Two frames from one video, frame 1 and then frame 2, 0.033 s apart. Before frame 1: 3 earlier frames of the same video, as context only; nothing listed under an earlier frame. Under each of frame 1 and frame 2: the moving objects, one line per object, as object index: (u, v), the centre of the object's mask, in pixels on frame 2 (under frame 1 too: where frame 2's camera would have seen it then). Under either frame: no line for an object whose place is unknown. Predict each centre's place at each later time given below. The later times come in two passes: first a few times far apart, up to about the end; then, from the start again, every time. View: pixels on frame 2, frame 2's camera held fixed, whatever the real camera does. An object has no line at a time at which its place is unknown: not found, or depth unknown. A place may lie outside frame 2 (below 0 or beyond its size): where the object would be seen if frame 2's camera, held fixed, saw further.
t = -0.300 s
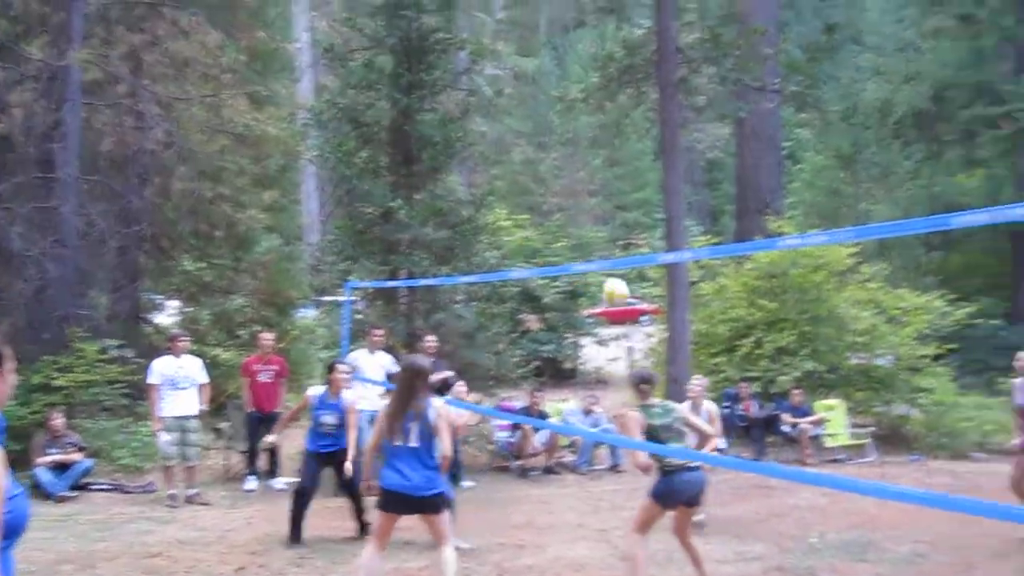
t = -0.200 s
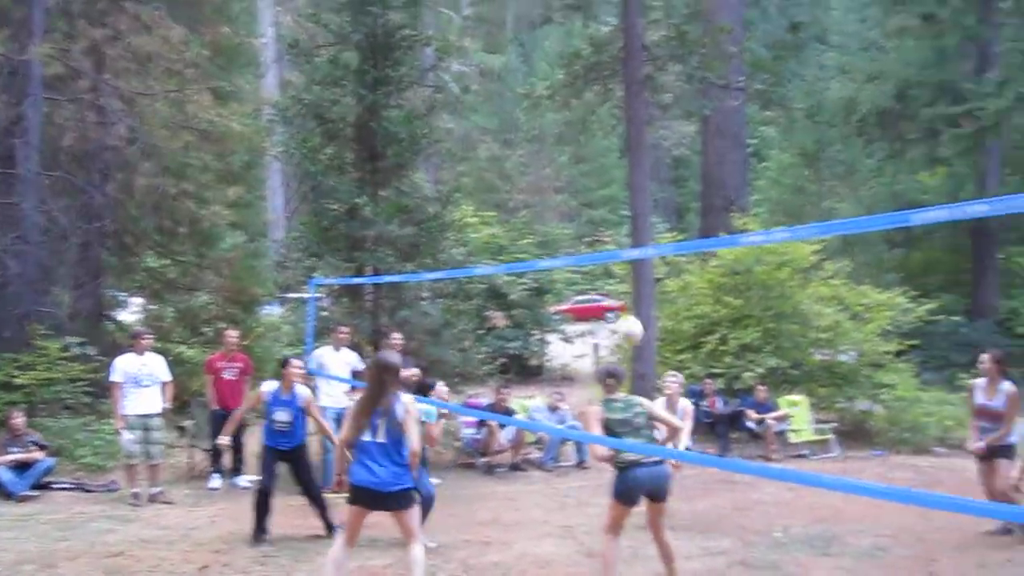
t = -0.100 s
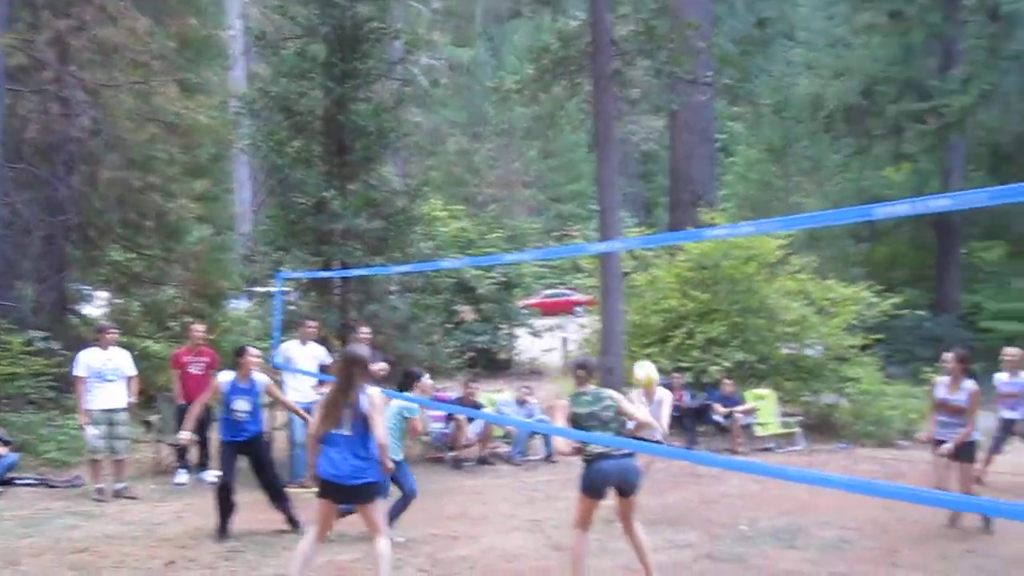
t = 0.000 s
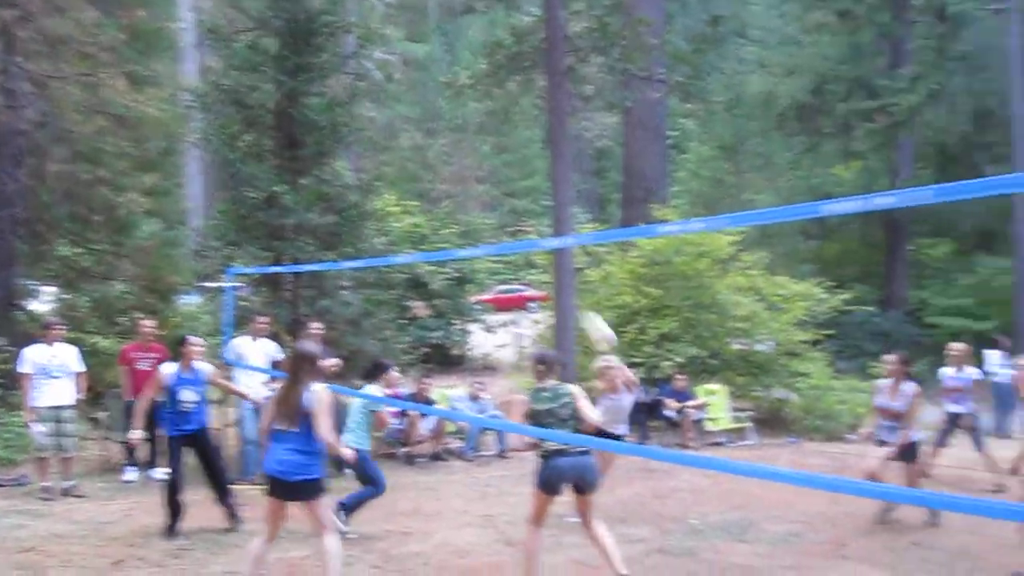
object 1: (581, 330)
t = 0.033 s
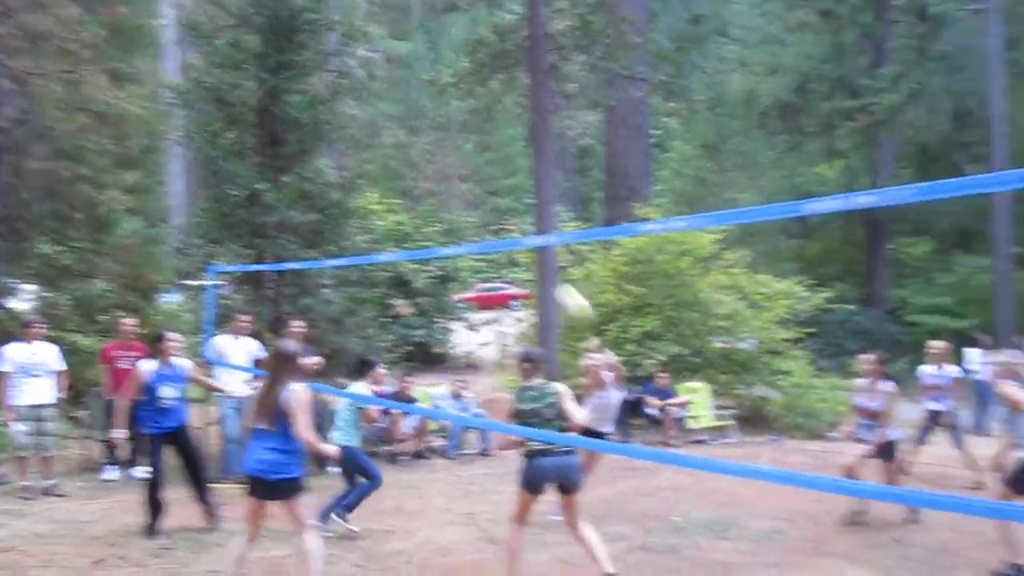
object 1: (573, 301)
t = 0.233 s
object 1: (530, 175)
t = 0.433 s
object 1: (490, 99)
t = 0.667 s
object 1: (445, 71)
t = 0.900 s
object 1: (401, 105)
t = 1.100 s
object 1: (365, 182)
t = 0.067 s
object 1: (565, 276)
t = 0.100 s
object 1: (560, 256)
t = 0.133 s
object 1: (549, 226)
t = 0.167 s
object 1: (543, 214)
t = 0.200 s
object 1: (537, 194)
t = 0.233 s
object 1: (530, 175)
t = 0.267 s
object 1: (523, 159)
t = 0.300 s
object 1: (516, 143)
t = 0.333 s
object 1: (510, 130)
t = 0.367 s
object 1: (504, 118)
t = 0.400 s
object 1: (497, 108)
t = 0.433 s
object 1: (490, 99)
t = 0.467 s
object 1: (484, 91)
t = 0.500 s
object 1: (477, 85)
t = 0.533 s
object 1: (470, 80)
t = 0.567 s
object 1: (464, 76)
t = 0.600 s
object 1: (458, 73)
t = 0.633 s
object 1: (451, 71)
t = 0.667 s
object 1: (445, 71)
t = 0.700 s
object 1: (439, 72)
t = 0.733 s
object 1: (433, 74)
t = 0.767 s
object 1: (426, 79)
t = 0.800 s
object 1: (419, 83)
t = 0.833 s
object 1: (413, 90)
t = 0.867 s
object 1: (407, 97)
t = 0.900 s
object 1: (401, 105)
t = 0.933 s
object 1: (395, 115)
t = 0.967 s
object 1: (389, 126)
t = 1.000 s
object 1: (383, 137)
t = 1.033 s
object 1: (377, 152)
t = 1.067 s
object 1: (371, 166)
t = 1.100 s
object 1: (365, 182)
